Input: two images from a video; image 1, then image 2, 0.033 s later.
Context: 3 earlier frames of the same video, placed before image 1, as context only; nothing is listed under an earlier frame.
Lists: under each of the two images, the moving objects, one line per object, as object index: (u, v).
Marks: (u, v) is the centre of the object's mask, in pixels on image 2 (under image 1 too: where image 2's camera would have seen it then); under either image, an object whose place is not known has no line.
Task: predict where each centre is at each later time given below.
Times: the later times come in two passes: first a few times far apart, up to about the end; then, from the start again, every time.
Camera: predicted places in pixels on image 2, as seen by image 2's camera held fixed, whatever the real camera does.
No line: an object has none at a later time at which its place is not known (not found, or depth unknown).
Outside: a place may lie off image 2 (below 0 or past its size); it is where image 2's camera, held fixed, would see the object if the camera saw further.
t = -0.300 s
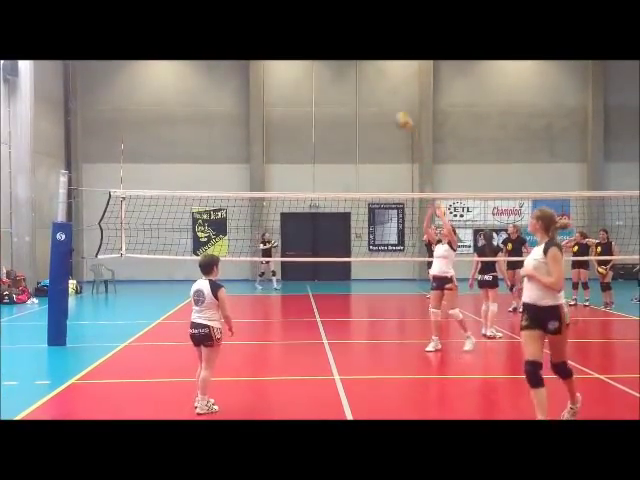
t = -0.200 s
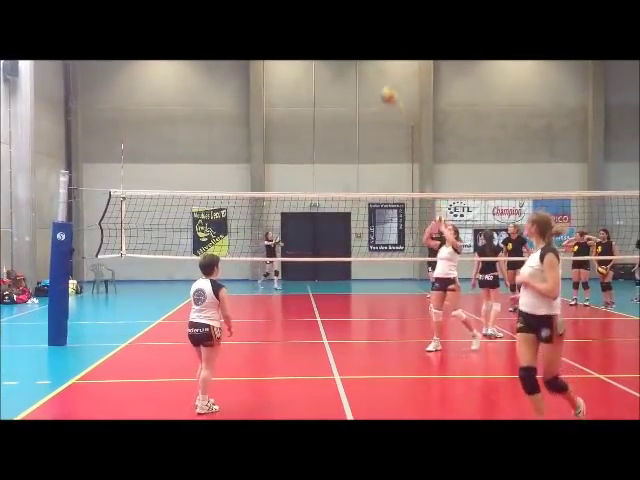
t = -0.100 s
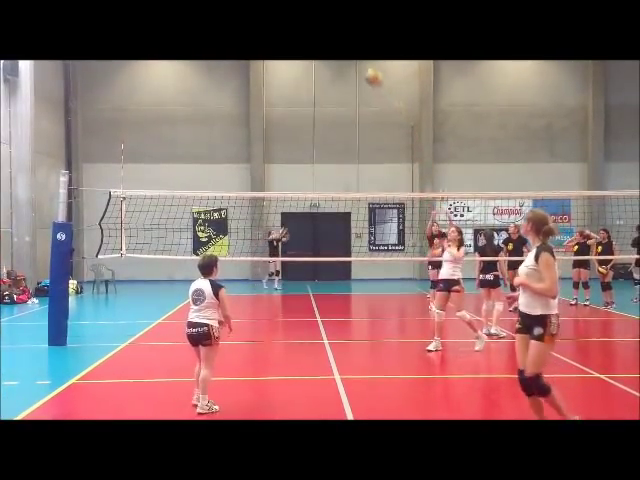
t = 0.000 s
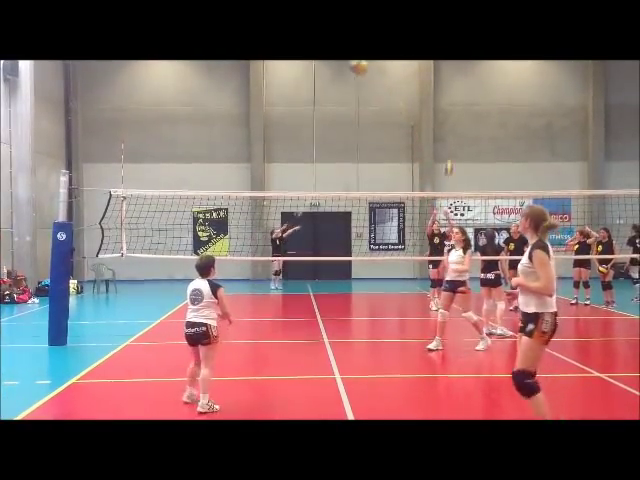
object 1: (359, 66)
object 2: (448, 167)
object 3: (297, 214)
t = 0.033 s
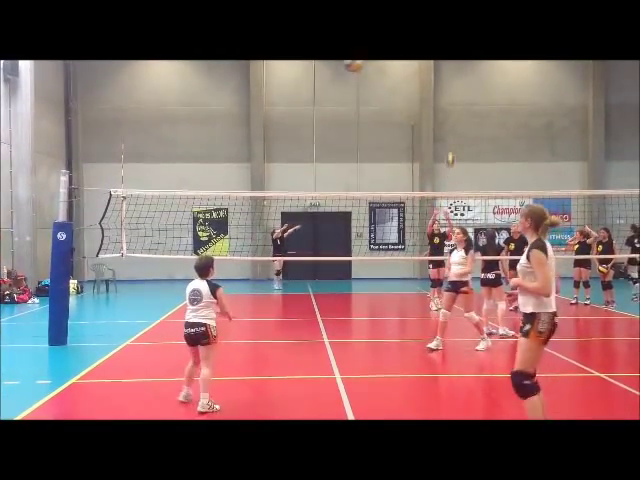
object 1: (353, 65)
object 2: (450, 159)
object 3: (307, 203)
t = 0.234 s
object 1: (320, 68)
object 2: (459, 120)
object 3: (342, 180)
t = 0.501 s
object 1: (275, 126)
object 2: (473, 96)
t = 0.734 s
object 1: (235, 231)
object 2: (487, 107)
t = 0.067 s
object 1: (349, 65)
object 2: (451, 151)
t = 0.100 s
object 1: (343, 64)
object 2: (453, 144)
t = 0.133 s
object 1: (337, 64)
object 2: (454, 137)
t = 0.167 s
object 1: (331, 65)
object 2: (456, 131)
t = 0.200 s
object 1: (325, 66)
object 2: (458, 125)
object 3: (335, 184)
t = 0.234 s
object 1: (320, 68)
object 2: (459, 120)
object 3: (342, 180)
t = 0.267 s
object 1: (315, 70)
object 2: (461, 115)
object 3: (347, 178)
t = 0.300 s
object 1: (309, 75)
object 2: (463, 111)
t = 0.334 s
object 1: (304, 82)
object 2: (465, 107)
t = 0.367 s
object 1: (298, 89)
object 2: (466, 104)
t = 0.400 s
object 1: (292, 97)
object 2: (468, 101)
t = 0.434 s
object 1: (287, 105)
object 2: (470, 100)
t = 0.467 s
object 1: (280, 115)
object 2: (472, 98)
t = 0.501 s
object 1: (275, 126)
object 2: (473, 96)
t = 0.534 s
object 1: (269, 137)
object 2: (476, 96)
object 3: (396, 164)
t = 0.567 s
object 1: (263, 150)
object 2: (477, 96)
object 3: (403, 165)
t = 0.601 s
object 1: (257, 164)
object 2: (479, 97)
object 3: (409, 166)
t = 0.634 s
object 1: (252, 179)
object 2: (480, 99)
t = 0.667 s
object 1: (246, 195)
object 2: (482, 101)
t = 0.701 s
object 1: (240, 213)
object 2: (484, 103)
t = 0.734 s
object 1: (235, 231)
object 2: (487, 107)
